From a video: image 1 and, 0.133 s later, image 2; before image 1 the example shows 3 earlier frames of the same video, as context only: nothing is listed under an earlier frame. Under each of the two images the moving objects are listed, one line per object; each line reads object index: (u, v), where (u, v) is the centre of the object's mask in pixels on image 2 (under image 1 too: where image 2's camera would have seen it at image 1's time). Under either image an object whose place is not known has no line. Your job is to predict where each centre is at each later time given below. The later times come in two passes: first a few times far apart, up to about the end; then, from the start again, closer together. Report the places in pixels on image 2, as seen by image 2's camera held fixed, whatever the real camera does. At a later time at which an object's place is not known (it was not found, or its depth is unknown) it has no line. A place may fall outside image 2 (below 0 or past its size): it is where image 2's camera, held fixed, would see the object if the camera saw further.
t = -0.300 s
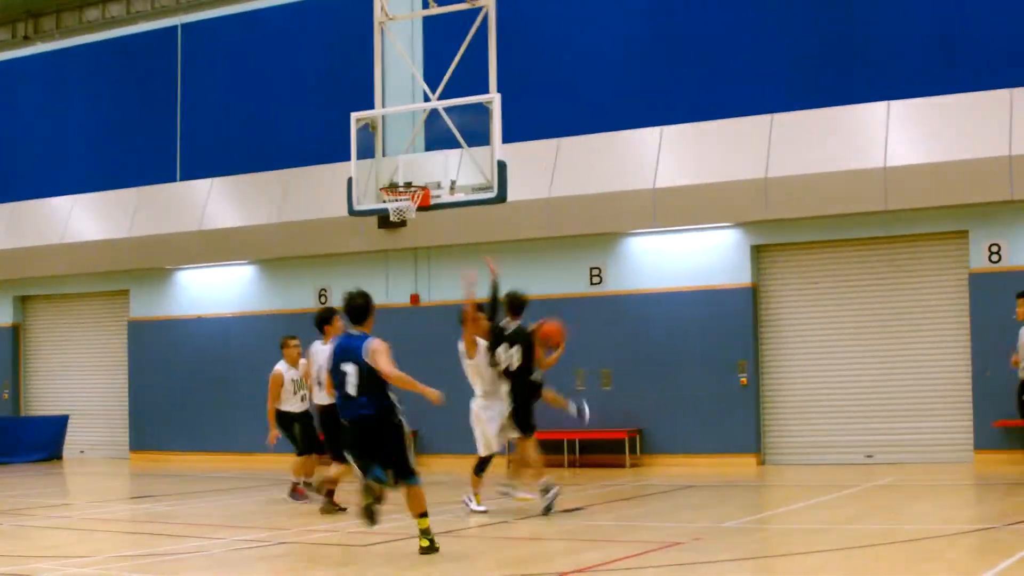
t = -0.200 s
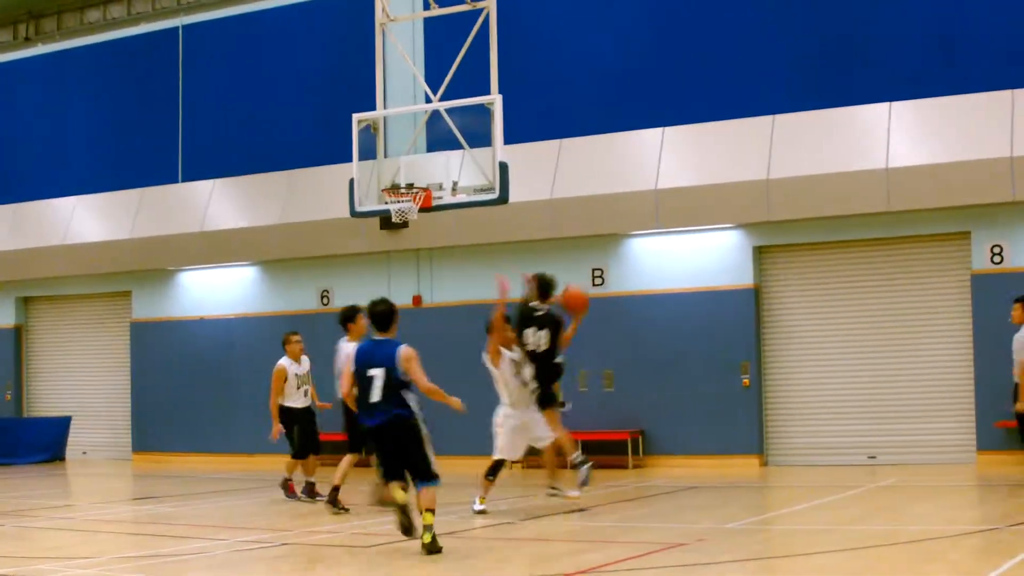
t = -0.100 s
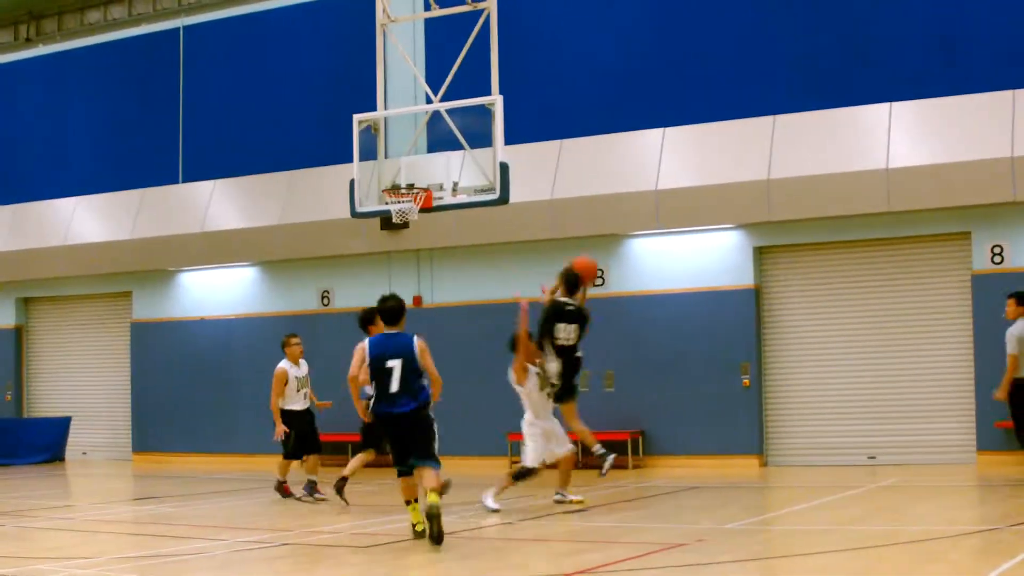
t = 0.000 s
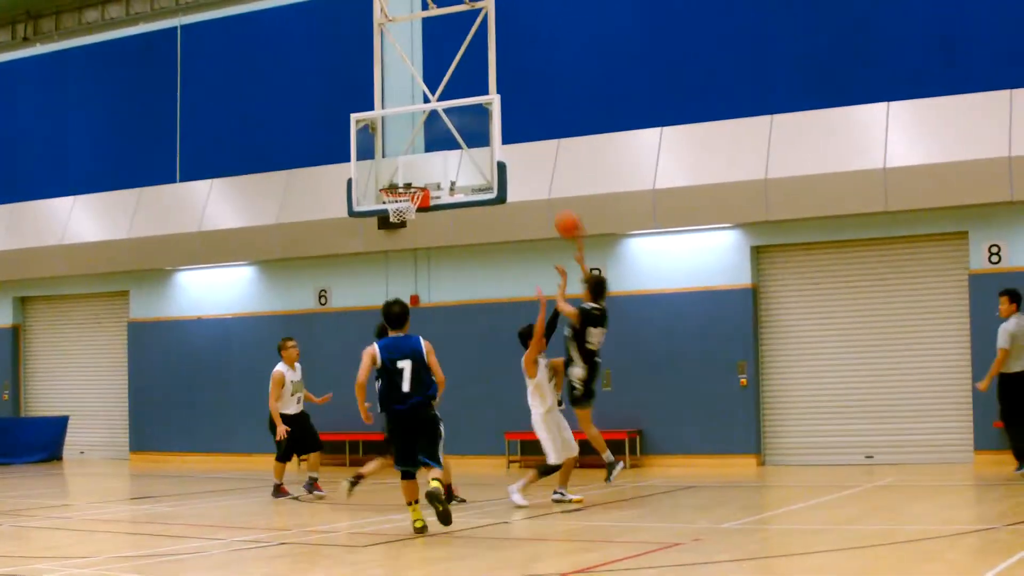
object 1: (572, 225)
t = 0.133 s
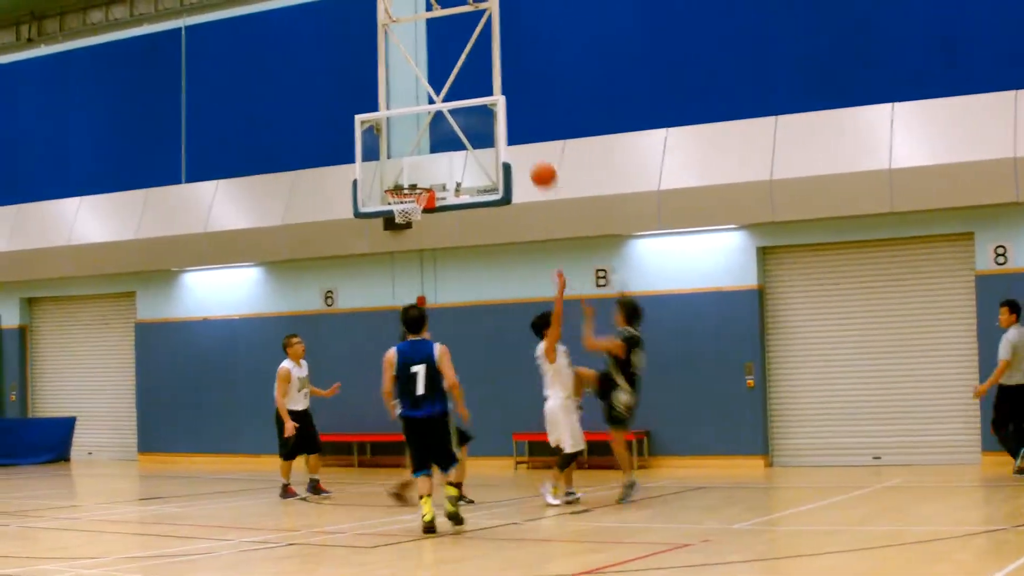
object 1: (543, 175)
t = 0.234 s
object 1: (526, 150)
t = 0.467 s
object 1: (483, 133)
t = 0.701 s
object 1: (438, 163)
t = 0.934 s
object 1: (409, 219)
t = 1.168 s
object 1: (437, 250)
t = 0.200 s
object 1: (530, 158)
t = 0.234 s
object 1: (526, 150)
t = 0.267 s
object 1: (524, 144)
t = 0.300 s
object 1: (517, 141)
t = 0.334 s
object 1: (507, 136)
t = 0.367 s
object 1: (499, 134)
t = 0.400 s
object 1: (494, 133)
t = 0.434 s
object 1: (489, 133)
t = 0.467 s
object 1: (483, 133)
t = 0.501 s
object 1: (476, 136)
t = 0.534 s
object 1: (470, 139)
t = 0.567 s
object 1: (464, 143)
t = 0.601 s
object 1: (459, 148)
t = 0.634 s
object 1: (452, 153)
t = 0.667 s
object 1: (445, 157)
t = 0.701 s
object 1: (438, 163)
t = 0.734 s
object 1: (430, 168)
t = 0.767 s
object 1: (422, 175)
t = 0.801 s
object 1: (414, 181)
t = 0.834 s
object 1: (408, 183)
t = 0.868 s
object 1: (397, 201)
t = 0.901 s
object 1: (404, 206)
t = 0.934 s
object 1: (409, 219)
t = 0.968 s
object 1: (410, 221)
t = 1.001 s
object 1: (413, 221)
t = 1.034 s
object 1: (418, 222)
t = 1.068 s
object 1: (423, 227)
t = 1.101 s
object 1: (428, 233)
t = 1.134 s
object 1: (433, 242)
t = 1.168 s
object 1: (437, 250)
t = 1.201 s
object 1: (442, 259)
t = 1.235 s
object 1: (446, 269)
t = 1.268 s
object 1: (452, 282)
